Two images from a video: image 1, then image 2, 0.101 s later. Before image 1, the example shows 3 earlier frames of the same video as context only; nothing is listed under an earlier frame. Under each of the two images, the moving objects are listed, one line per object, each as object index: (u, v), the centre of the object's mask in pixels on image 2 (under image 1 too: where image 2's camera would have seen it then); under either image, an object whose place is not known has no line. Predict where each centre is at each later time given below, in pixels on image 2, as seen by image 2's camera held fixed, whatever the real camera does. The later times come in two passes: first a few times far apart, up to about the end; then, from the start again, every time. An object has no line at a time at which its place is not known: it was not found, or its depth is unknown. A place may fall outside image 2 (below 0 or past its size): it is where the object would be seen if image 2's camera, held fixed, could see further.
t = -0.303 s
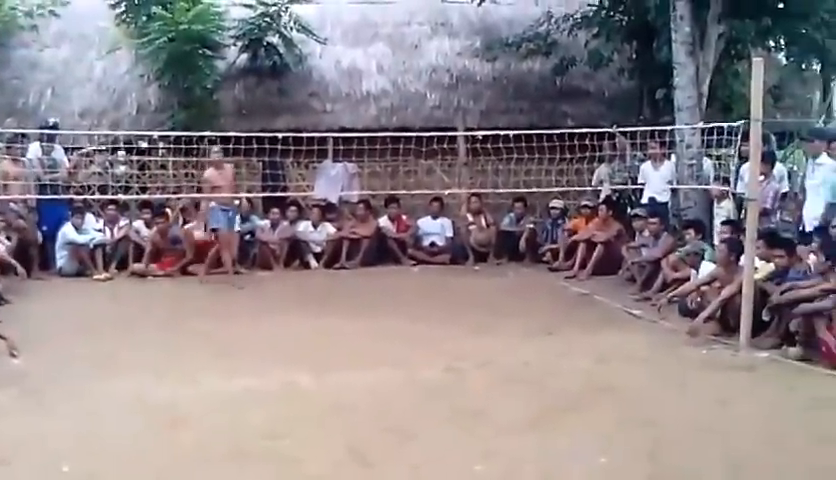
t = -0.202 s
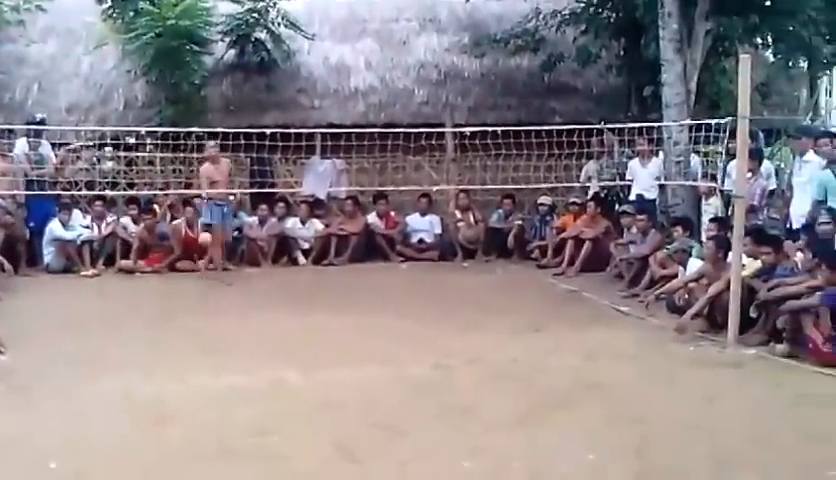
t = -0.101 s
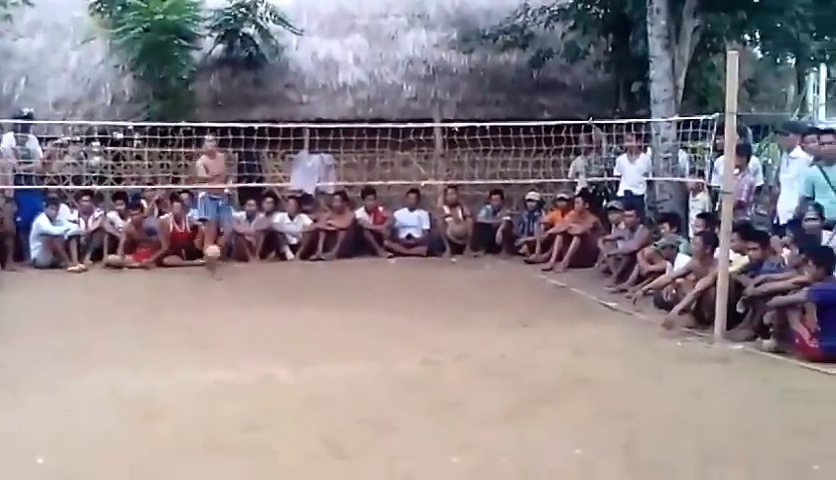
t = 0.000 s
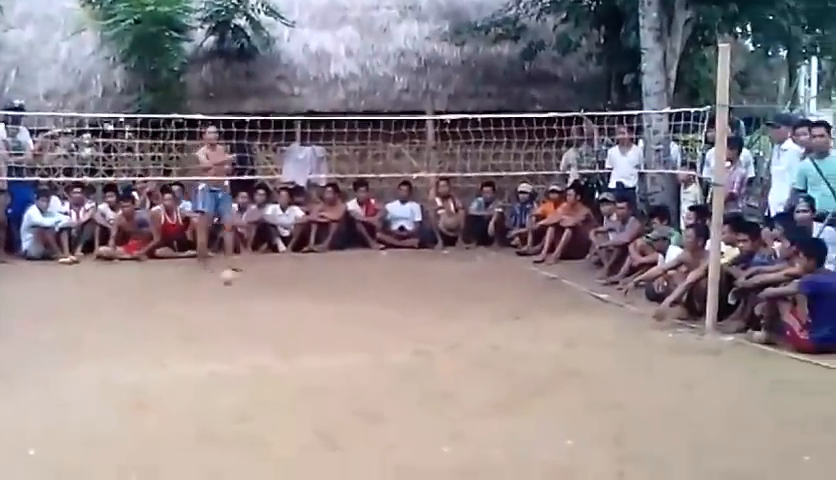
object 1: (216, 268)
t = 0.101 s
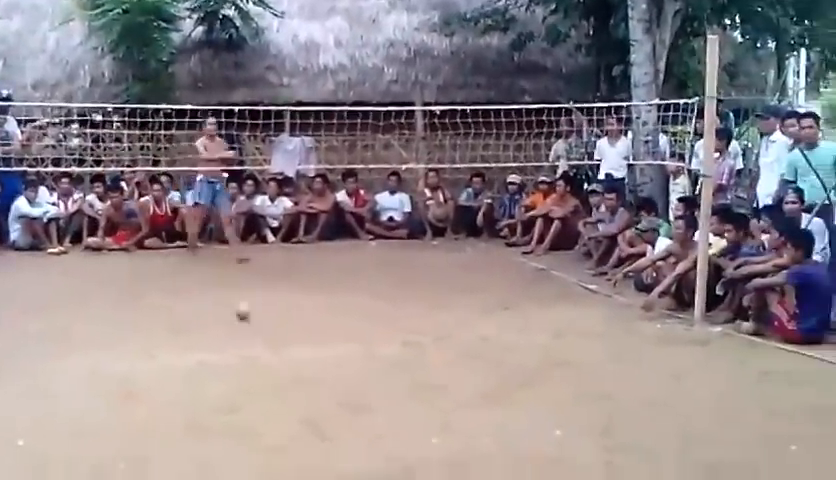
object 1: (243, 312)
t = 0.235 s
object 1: (264, 303)
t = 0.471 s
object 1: (314, 364)
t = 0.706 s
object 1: (384, 409)
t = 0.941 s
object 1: (485, 470)
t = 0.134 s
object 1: (247, 307)
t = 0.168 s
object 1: (252, 304)
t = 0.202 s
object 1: (258, 303)
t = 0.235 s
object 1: (264, 303)
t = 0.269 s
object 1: (270, 305)
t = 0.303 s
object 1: (277, 309)
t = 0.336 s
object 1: (284, 314)
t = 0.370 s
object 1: (291, 322)
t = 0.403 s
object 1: (298, 333)
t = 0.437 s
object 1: (306, 345)
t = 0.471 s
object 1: (314, 364)
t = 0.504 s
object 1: (325, 374)
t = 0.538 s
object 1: (333, 373)
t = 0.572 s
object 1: (341, 375)
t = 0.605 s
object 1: (350, 380)
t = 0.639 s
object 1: (363, 386)
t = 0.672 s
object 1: (373, 396)
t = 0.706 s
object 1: (384, 409)
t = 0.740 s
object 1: (397, 422)
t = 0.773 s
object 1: (410, 426)
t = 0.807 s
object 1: (423, 432)
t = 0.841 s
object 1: (437, 443)
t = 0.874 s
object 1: (453, 457)
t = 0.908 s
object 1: (470, 467)
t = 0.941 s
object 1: (485, 470)
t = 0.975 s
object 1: (503, 473)
